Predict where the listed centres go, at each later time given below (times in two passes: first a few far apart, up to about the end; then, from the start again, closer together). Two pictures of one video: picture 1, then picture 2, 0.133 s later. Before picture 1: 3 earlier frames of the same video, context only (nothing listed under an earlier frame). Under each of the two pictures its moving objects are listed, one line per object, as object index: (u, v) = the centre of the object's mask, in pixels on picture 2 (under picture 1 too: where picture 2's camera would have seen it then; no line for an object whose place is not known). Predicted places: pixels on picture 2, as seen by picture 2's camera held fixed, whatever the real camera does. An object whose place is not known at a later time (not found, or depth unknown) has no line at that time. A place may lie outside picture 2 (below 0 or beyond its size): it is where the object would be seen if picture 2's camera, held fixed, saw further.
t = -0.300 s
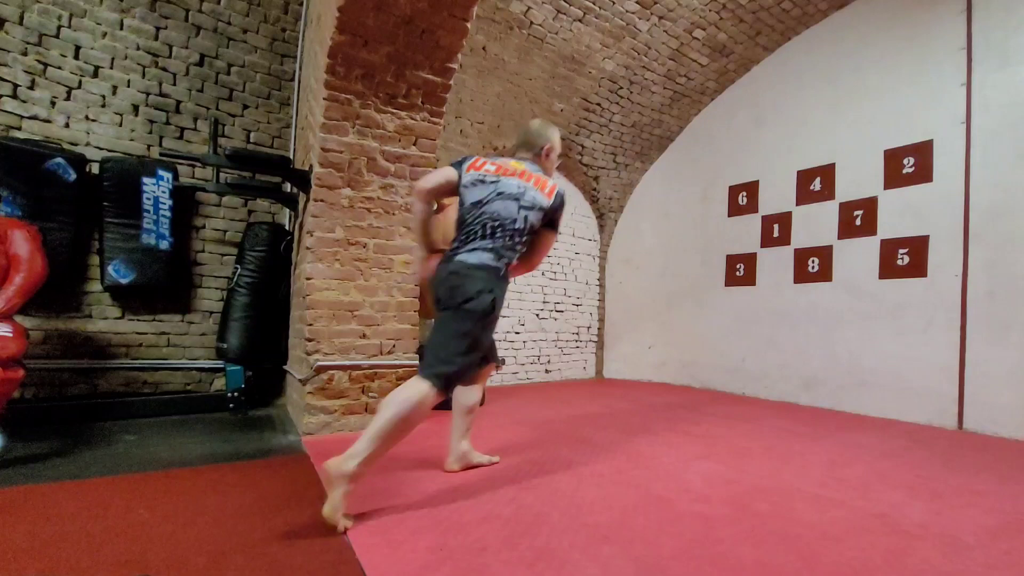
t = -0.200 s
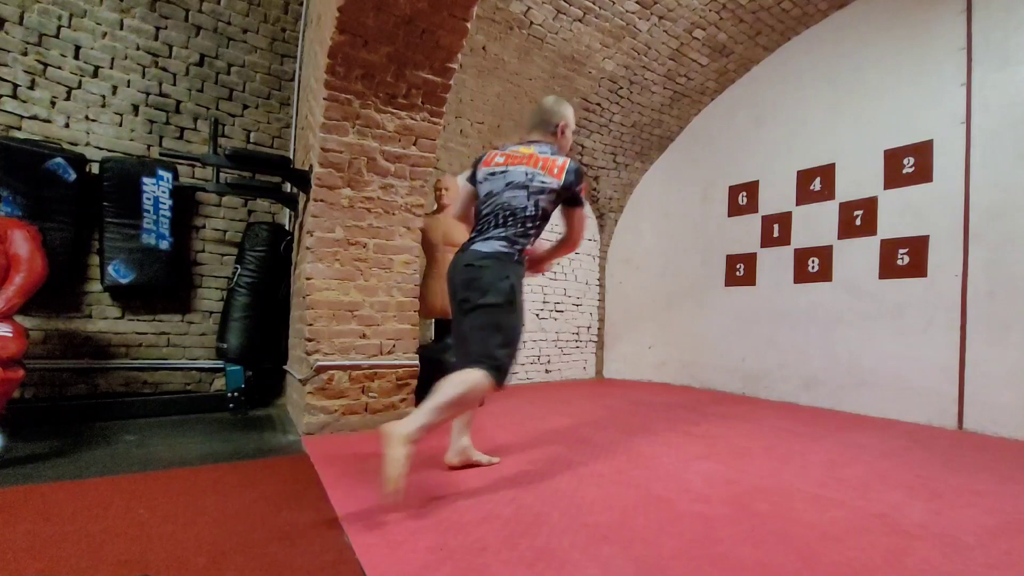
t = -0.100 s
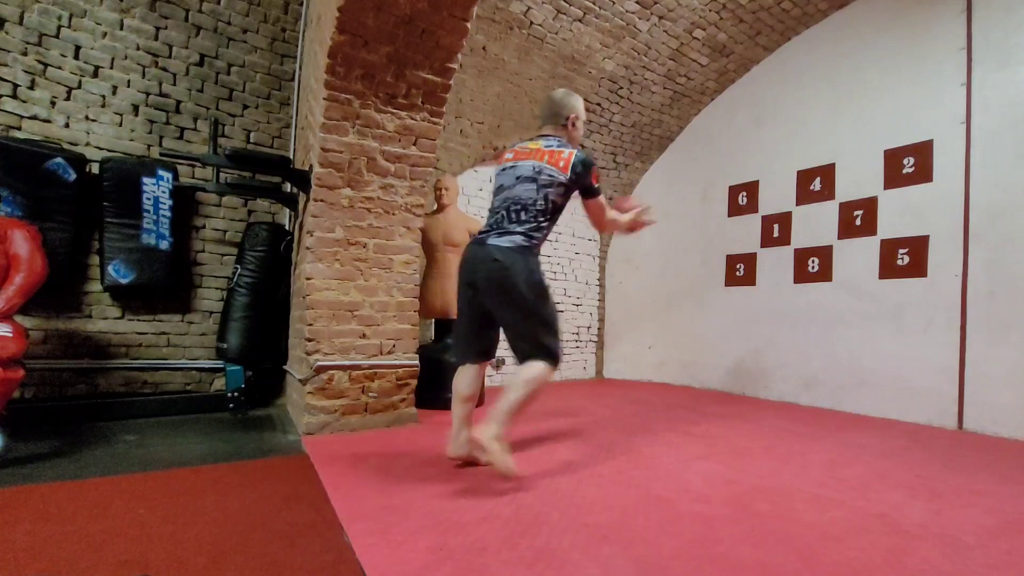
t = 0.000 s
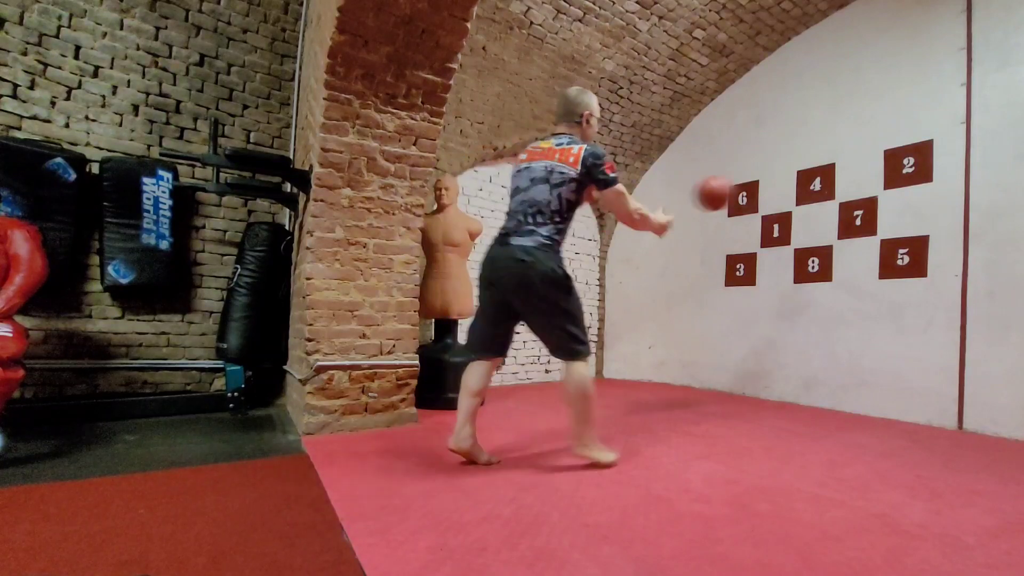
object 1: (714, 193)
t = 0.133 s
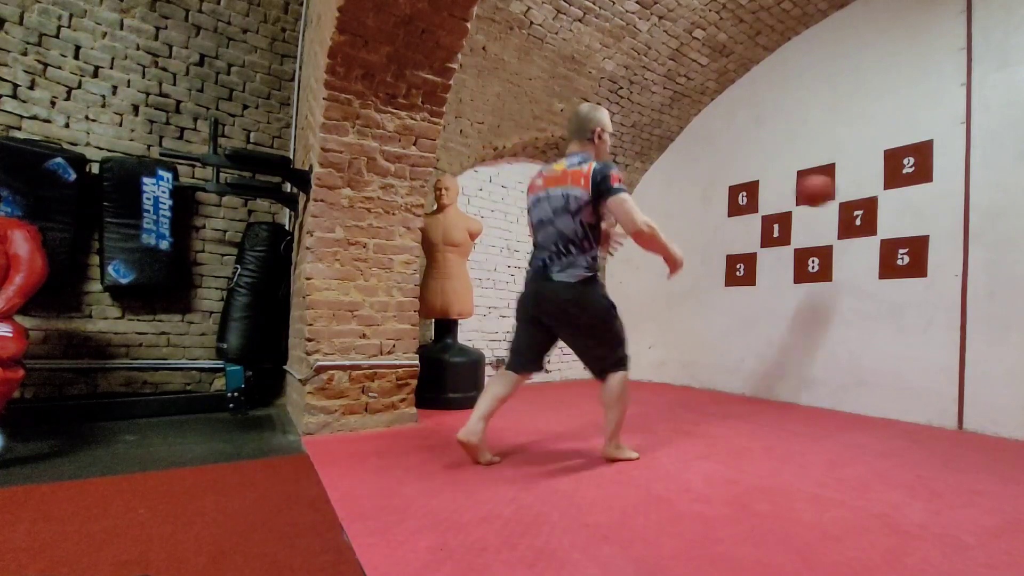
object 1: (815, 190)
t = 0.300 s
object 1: (879, 205)
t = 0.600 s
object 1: (803, 276)
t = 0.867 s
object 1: (701, 407)
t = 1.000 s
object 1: (661, 330)
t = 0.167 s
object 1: (836, 193)
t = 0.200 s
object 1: (858, 197)
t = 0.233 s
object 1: (878, 205)
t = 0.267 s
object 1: (883, 207)
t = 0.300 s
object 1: (879, 205)
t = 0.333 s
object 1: (871, 205)
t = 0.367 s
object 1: (865, 206)
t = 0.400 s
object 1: (858, 207)
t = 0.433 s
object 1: (850, 215)
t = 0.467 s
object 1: (843, 221)
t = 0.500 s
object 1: (834, 230)
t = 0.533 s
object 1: (824, 242)
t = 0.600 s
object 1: (803, 276)
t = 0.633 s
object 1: (791, 298)
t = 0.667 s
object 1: (779, 323)
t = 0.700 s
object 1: (764, 356)
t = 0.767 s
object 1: (733, 433)
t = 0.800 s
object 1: (720, 458)
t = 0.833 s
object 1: (711, 432)
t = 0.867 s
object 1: (701, 407)
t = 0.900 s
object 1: (693, 387)
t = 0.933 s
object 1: (683, 367)
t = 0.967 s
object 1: (672, 347)
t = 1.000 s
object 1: (661, 330)
